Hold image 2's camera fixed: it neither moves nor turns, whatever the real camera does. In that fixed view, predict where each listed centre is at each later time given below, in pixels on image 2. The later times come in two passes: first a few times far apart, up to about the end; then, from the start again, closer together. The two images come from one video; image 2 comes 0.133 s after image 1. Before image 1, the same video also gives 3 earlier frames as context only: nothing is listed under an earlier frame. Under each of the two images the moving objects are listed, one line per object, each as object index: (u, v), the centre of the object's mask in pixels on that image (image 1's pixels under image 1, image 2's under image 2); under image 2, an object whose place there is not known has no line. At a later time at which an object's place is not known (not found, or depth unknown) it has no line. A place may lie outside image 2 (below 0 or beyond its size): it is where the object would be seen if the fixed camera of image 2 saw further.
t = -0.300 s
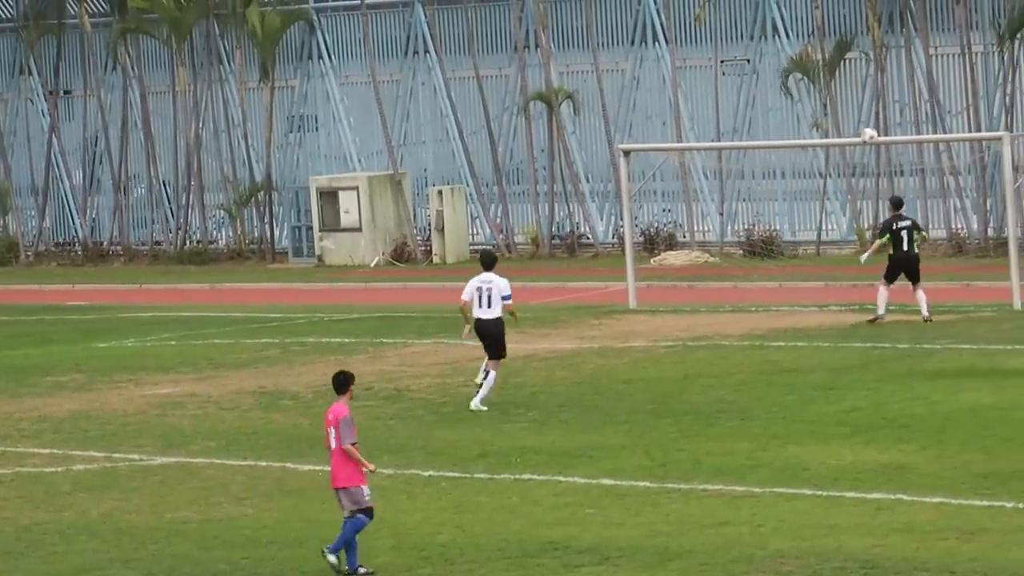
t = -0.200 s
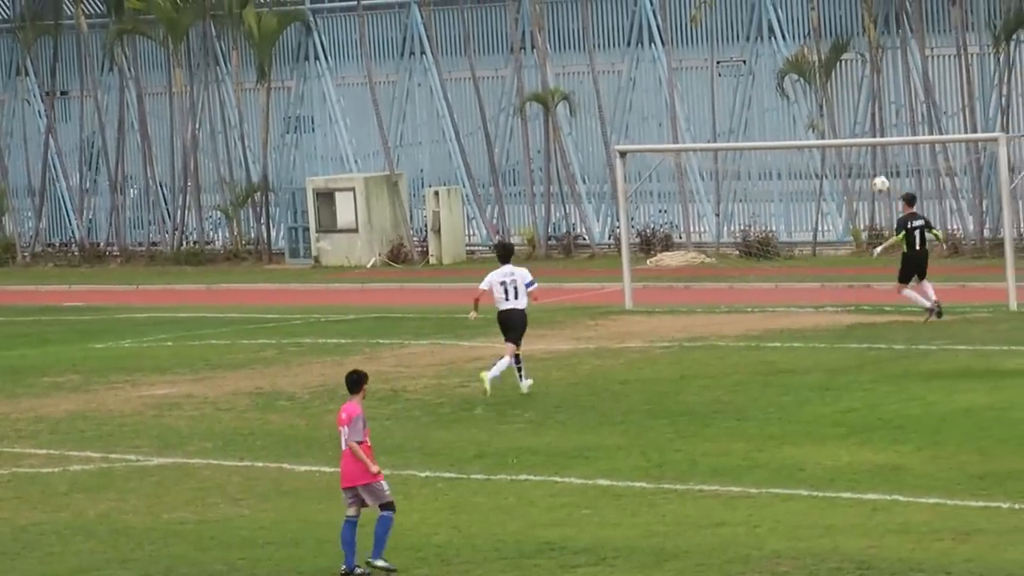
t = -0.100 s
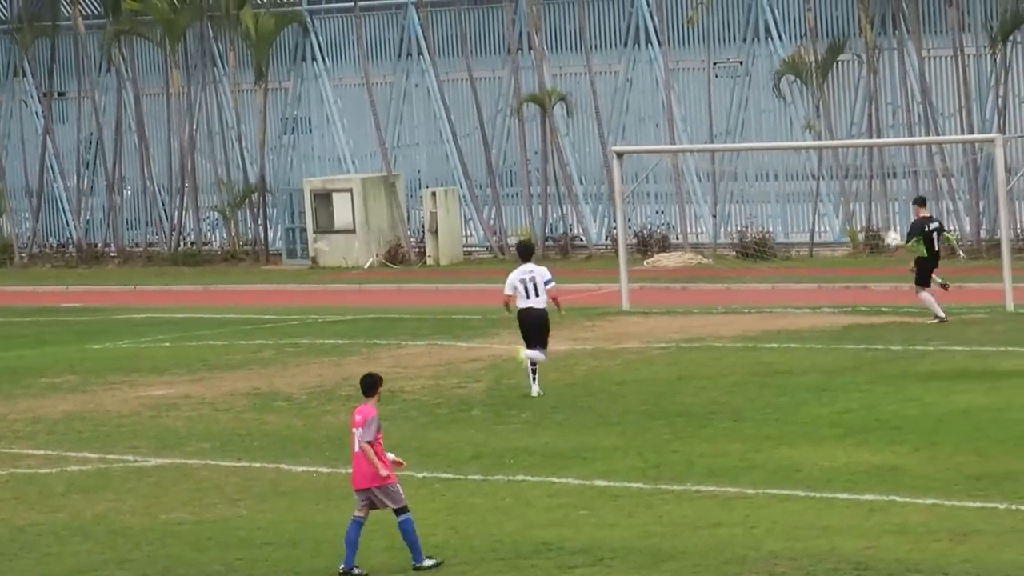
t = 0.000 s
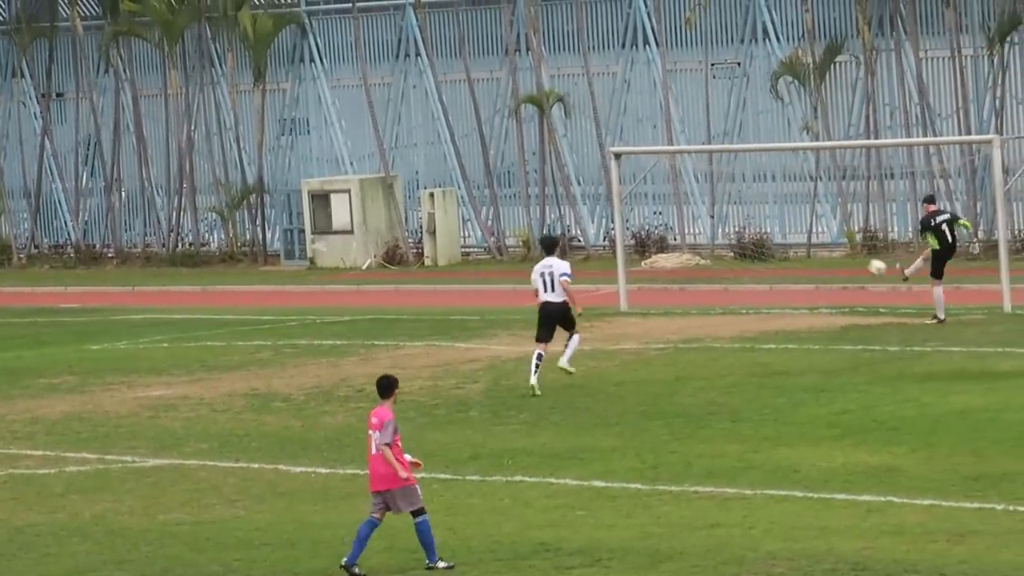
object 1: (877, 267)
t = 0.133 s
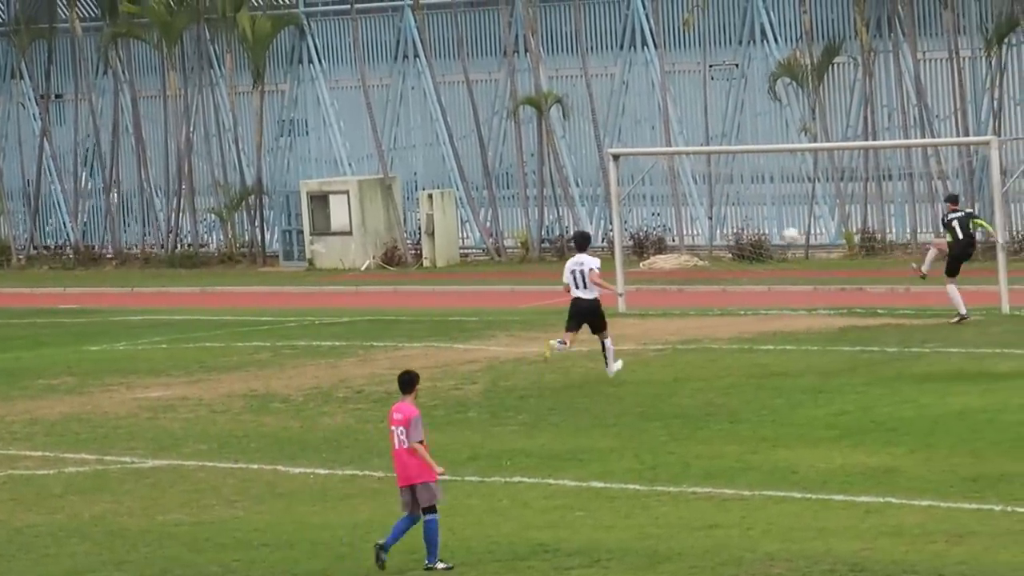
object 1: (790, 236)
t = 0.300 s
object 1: (689, 213)
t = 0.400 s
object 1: (630, 210)
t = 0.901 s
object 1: (365, 306)
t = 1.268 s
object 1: (231, 286)
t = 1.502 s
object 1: (160, 288)
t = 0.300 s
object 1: (689, 213)
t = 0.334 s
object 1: (670, 211)
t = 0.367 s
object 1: (650, 210)
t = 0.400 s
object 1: (630, 210)
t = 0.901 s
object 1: (365, 306)
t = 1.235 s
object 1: (241, 288)
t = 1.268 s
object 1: (231, 286)
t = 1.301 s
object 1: (220, 284)
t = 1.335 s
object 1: (209, 283)
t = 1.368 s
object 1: (200, 282)
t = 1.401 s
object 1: (189, 283)
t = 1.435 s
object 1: (179, 284)
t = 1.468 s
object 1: (170, 285)
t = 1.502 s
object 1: (160, 288)
